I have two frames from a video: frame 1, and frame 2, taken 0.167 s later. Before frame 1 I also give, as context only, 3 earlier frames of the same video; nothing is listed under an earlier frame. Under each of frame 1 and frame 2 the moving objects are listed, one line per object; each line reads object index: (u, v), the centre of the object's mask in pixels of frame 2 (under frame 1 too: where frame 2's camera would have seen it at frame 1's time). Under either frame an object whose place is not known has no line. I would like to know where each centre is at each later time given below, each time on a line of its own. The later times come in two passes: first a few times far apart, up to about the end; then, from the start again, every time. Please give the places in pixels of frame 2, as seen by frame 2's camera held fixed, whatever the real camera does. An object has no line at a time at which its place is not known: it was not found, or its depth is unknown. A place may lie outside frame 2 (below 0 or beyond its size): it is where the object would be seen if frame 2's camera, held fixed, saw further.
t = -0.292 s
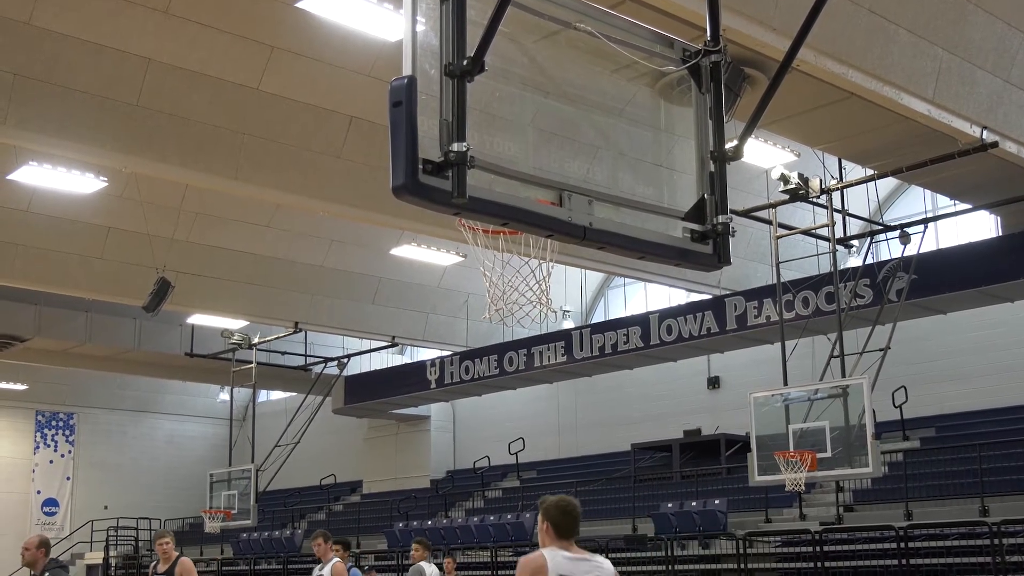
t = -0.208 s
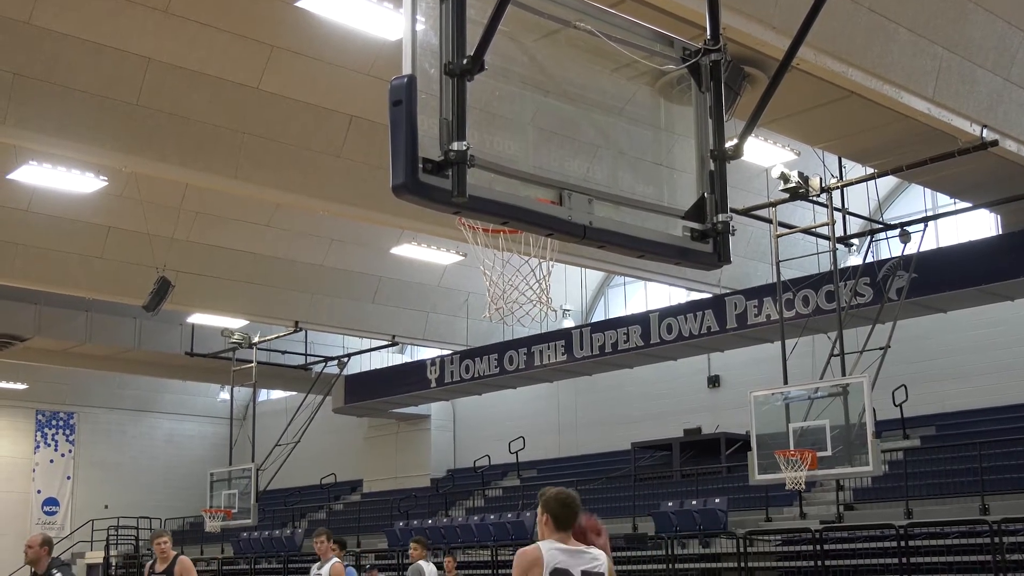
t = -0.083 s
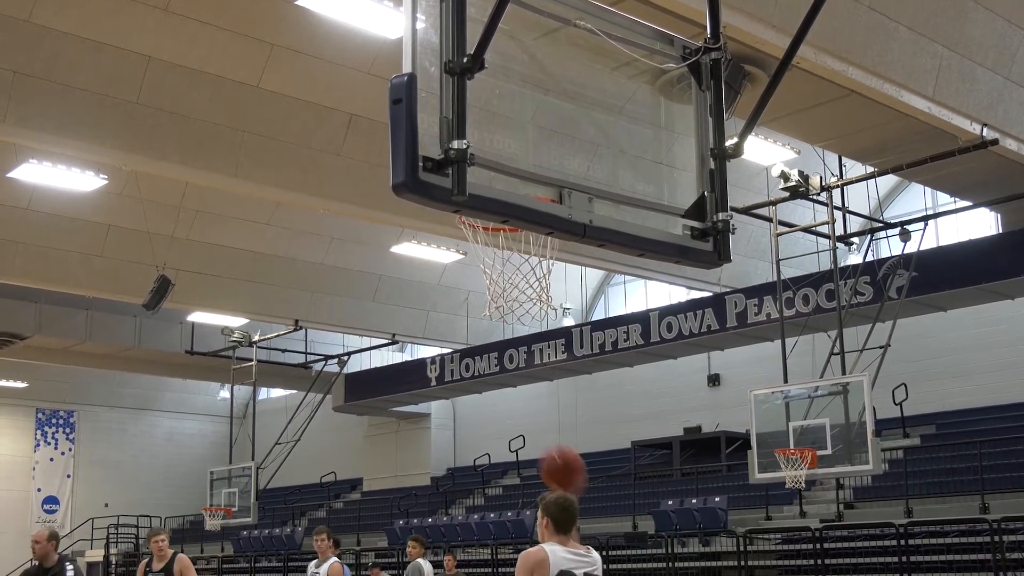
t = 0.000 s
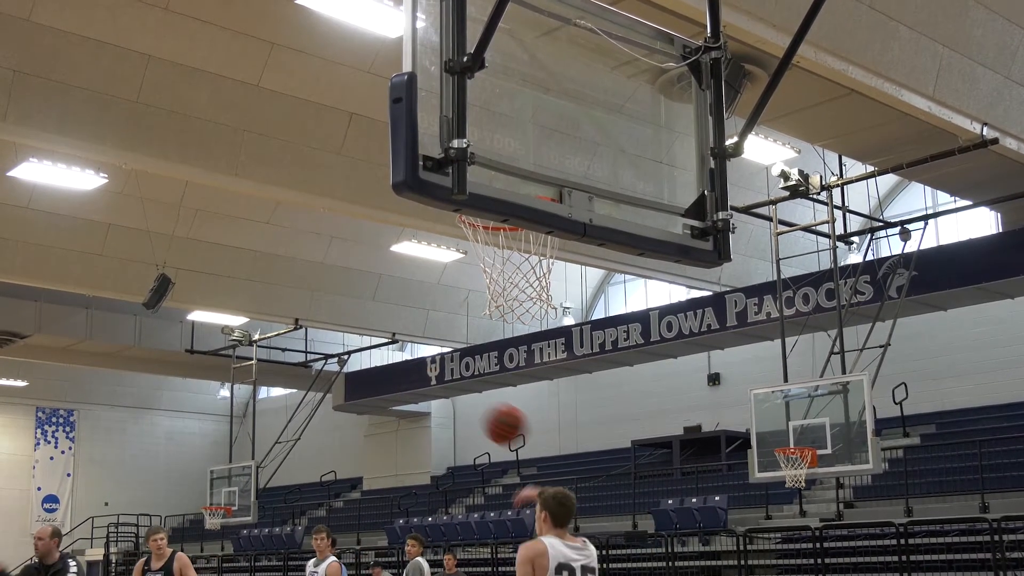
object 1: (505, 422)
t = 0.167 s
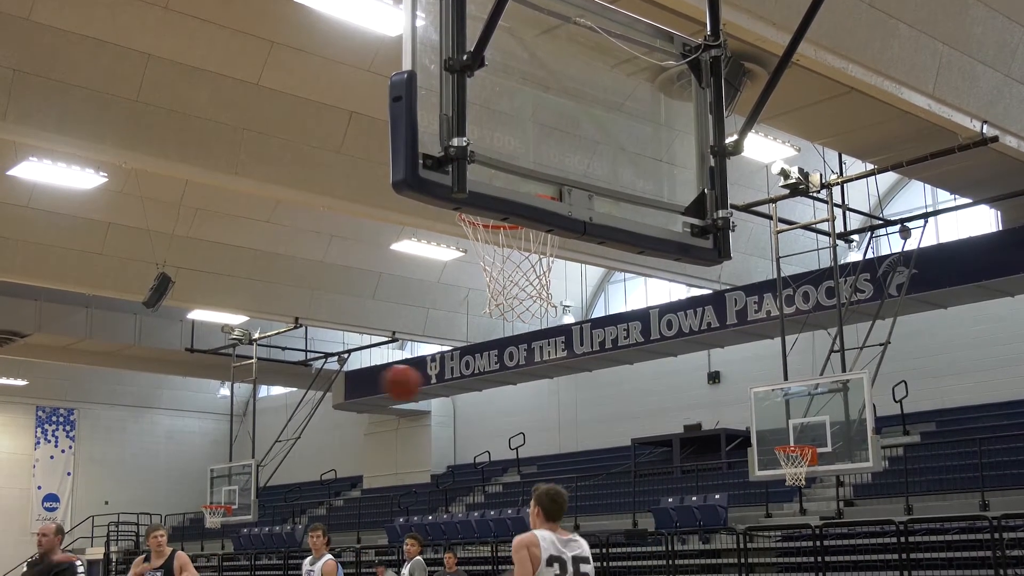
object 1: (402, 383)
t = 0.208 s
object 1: (380, 380)
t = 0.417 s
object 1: (284, 404)
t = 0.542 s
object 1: (237, 439)
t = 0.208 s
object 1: (380, 380)
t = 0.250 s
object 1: (360, 382)
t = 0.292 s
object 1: (340, 384)
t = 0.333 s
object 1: (320, 387)
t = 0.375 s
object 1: (303, 394)
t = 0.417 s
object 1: (284, 404)
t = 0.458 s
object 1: (268, 413)
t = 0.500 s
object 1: (252, 425)
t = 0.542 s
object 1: (237, 439)
